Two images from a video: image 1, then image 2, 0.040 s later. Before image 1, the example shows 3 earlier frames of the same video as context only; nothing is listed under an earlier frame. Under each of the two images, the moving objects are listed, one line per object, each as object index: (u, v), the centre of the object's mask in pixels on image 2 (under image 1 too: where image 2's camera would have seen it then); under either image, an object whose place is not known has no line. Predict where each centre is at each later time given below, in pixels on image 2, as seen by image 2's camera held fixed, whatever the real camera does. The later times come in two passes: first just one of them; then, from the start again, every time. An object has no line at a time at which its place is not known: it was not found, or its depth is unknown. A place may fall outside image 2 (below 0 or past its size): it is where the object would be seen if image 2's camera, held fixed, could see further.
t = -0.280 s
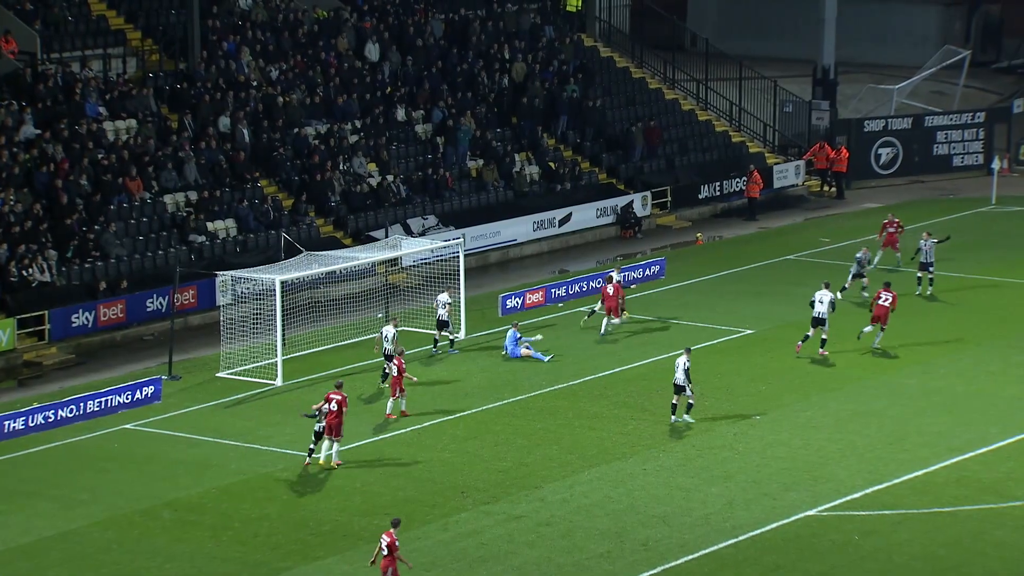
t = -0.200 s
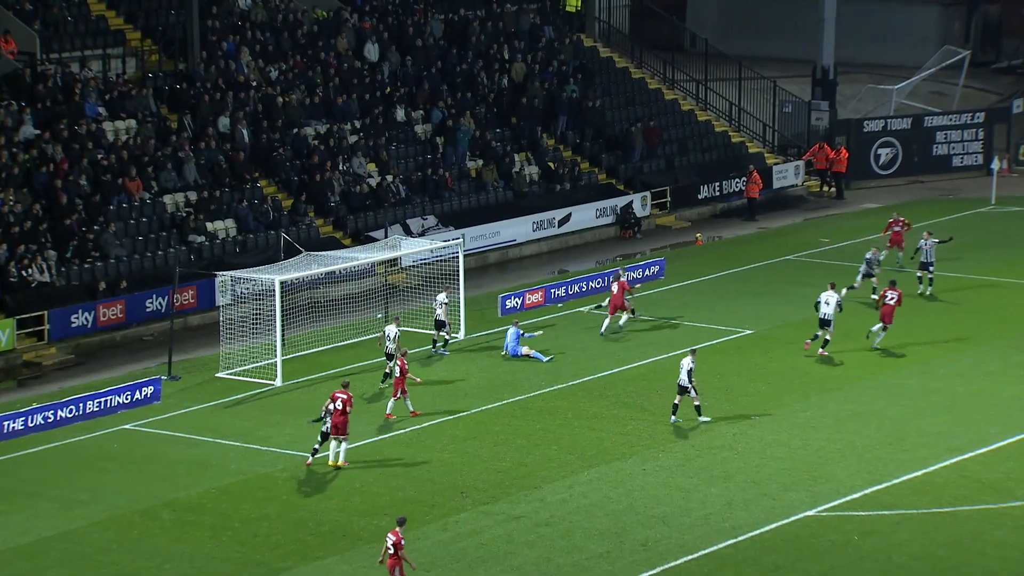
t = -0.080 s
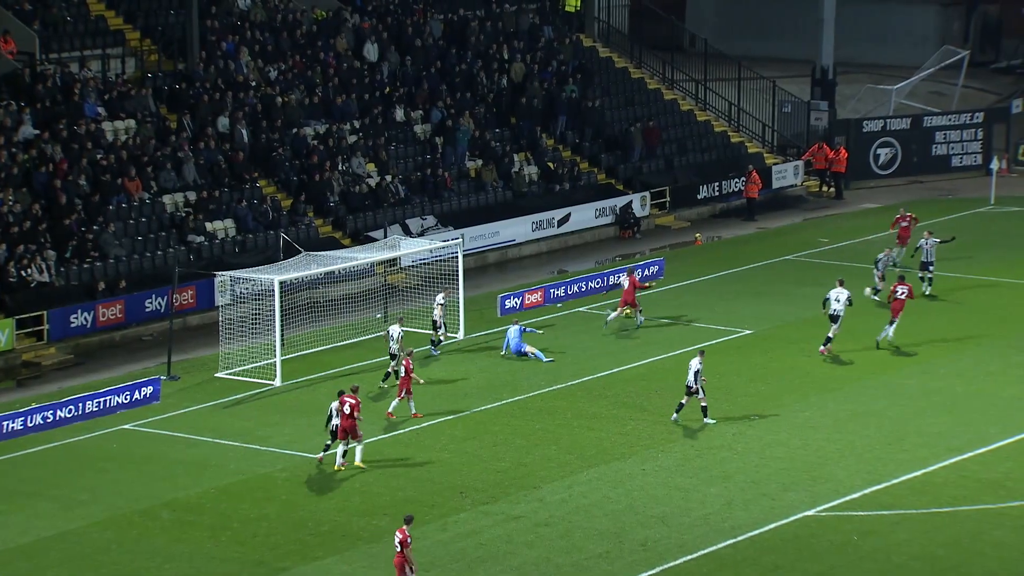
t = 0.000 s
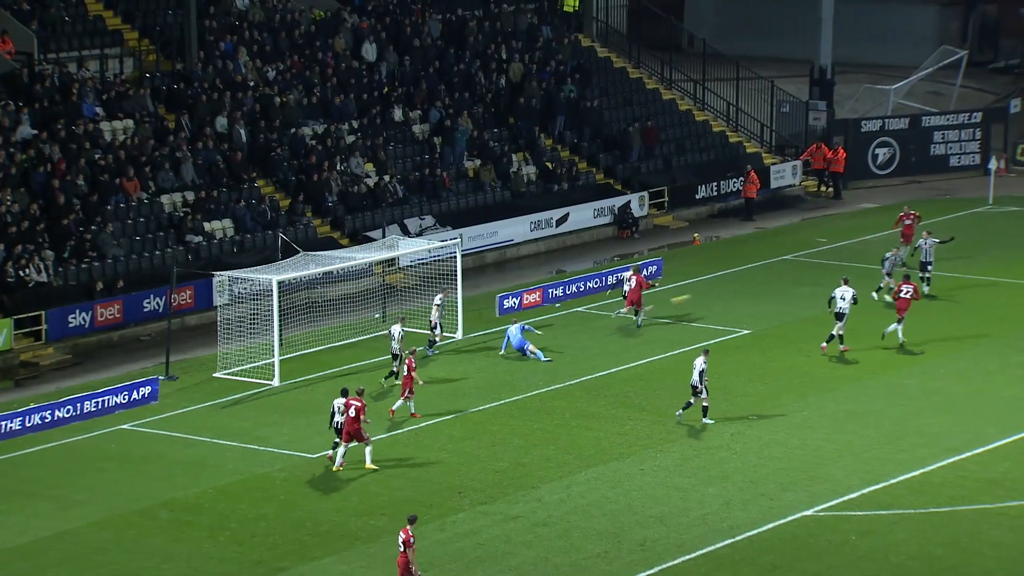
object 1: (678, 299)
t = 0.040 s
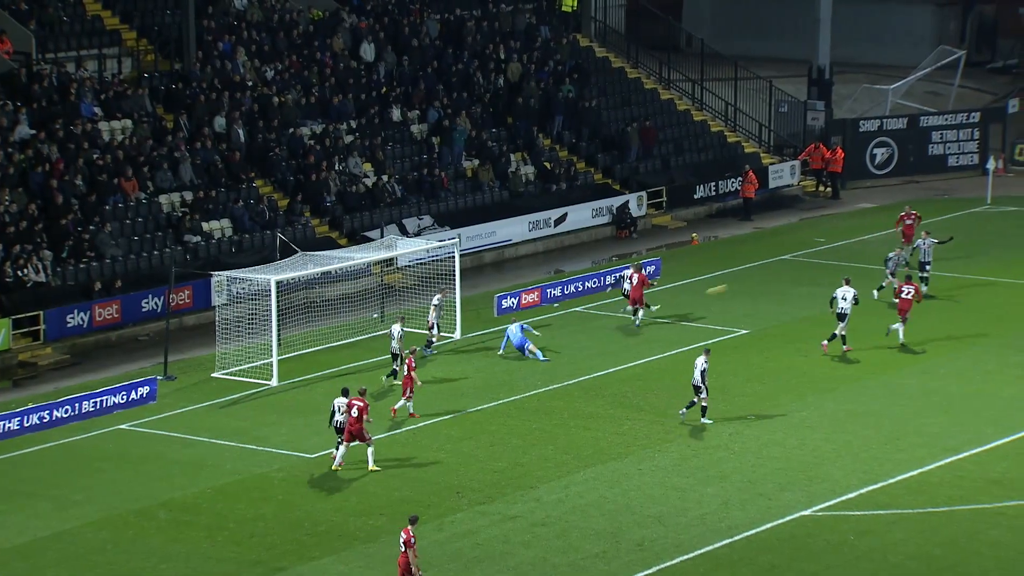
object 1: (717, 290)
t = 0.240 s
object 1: (904, 251)
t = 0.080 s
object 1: (754, 281)
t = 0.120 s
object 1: (792, 273)
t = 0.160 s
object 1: (829, 265)
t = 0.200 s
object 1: (866, 258)
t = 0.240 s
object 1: (904, 251)
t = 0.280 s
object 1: (941, 245)
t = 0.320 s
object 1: (978, 239)
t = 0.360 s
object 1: (1014, 234)
